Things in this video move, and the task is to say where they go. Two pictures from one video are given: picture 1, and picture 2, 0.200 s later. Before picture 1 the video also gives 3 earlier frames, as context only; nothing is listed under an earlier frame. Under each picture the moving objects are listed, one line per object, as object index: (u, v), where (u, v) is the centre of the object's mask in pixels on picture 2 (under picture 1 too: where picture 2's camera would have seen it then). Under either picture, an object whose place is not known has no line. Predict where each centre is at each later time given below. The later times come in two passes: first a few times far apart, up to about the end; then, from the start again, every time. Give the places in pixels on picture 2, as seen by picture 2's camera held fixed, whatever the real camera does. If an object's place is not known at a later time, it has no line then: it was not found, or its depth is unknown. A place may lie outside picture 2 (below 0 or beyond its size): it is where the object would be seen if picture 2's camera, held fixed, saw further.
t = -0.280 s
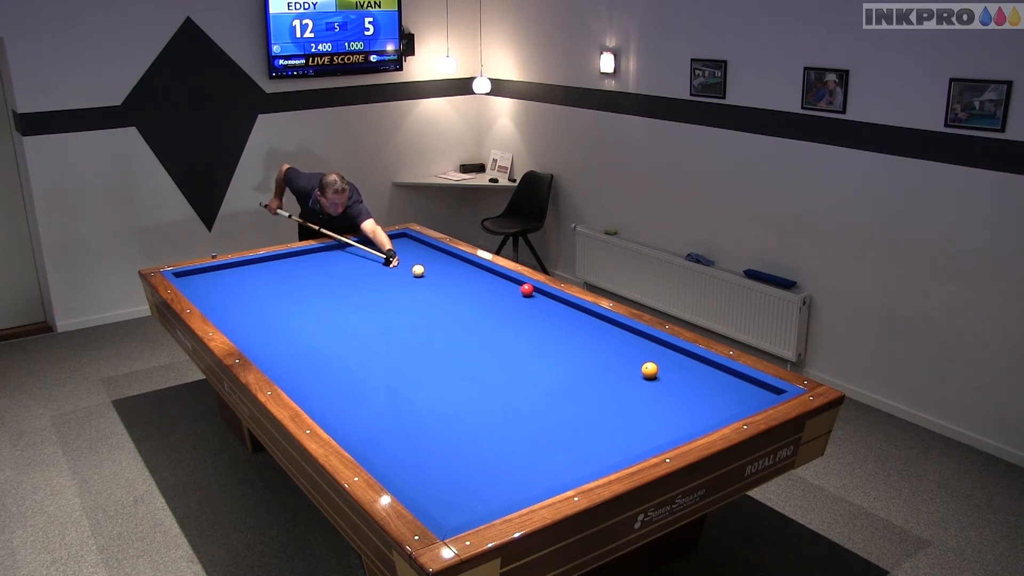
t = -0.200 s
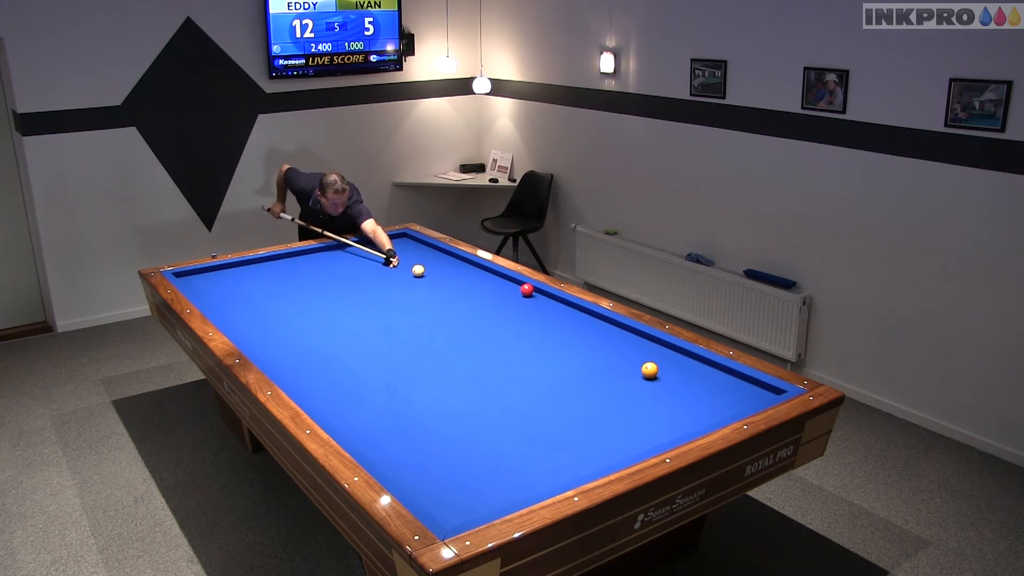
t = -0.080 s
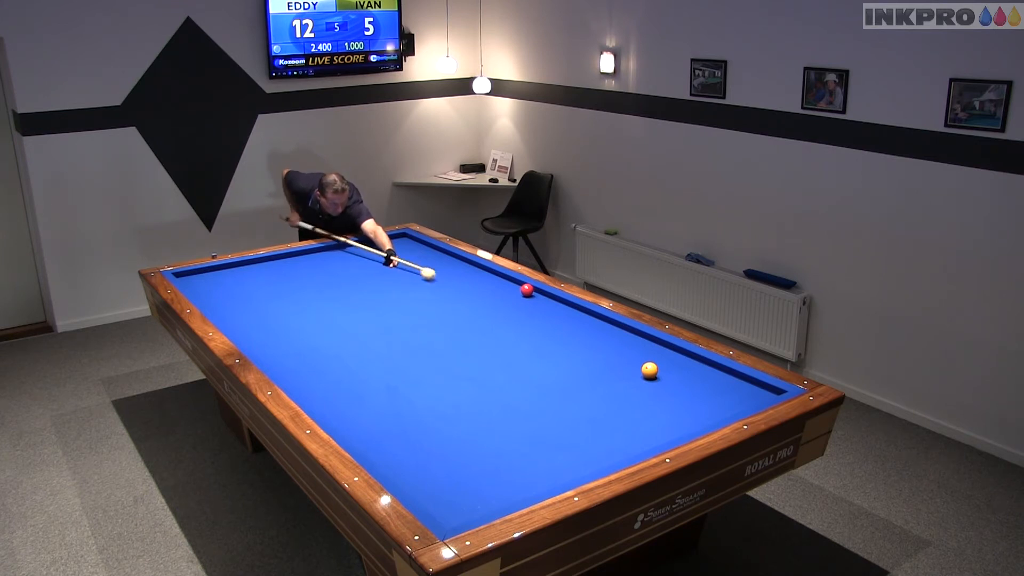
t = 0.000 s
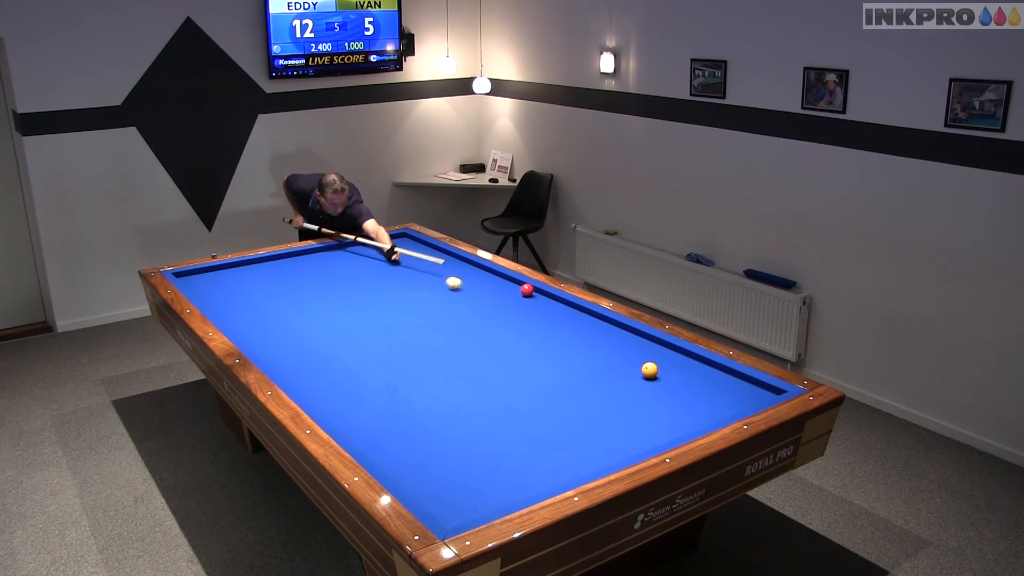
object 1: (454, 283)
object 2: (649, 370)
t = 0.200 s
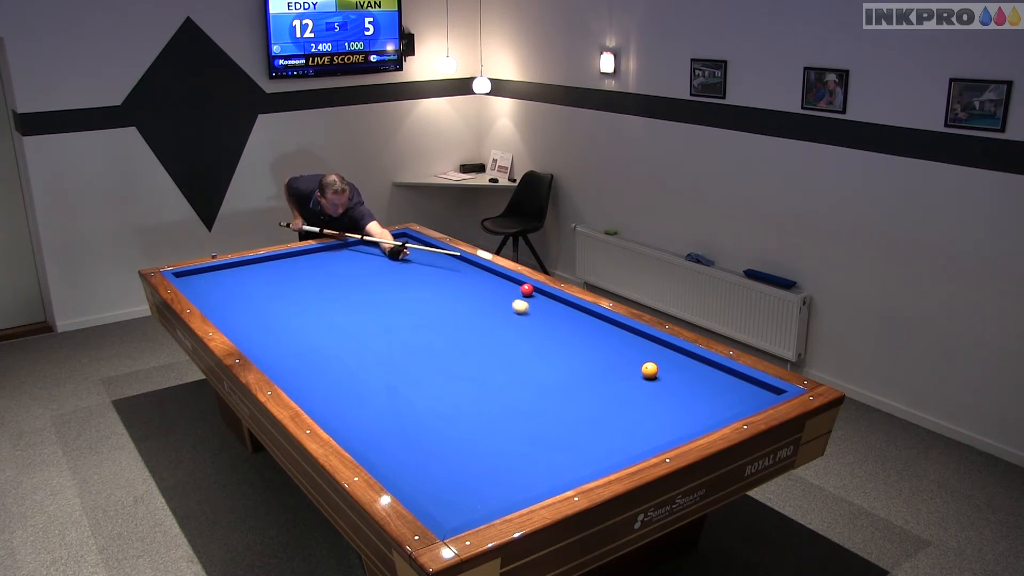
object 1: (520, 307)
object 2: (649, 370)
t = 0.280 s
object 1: (547, 316)
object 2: (649, 370)
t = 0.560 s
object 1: (645, 349)
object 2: (649, 370)
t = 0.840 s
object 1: (762, 389)
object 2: (649, 370)
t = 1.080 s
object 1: (695, 374)
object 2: (649, 370)
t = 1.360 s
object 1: (648, 358)
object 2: (614, 373)
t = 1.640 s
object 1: (624, 343)
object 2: (568, 377)
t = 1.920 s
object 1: (602, 330)
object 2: (523, 380)
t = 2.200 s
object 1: (582, 318)
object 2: (478, 383)
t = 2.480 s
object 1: (564, 308)
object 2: (434, 386)
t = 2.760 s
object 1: (547, 298)
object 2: (390, 389)
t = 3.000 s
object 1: (536, 292)
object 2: (353, 392)
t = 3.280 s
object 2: (311, 393)
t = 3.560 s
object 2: (322, 385)
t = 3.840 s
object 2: (335, 376)
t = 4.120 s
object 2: (347, 368)
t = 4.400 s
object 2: (358, 361)
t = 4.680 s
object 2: (367, 354)
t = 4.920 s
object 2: (375, 348)
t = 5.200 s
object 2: (384, 343)
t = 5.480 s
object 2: (392, 337)
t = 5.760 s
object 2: (400, 332)
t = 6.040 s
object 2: (407, 327)
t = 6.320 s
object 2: (413, 323)
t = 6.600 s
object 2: (419, 319)
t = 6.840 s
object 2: (423, 316)
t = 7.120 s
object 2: (428, 313)
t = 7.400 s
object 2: (433, 310)
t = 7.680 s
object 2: (437, 307)
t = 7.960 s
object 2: (441, 305)
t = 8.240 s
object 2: (444, 303)
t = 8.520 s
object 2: (447, 301)
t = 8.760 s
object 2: (449, 299)
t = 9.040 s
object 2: (452, 298)
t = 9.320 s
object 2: (454, 297)
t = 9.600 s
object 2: (455, 296)
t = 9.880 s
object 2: (457, 295)
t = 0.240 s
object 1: (533, 311)
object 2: (649, 370)
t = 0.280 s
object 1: (547, 316)
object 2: (649, 370)
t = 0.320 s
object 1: (560, 320)
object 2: (649, 370)
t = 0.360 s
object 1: (573, 325)
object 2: (649, 370)
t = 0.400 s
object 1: (587, 330)
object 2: (649, 370)
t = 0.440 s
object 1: (601, 335)
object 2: (649, 370)
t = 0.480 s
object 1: (615, 339)
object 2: (649, 370)
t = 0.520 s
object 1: (630, 344)
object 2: (649, 370)
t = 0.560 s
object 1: (645, 349)
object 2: (649, 370)
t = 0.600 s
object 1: (660, 354)
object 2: (649, 370)
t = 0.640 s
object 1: (676, 360)
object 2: (649, 370)
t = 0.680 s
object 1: (692, 366)
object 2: (649, 370)
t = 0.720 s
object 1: (709, 371)
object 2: (649, 370)
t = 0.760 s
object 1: (726, 377)
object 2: (649, 370)
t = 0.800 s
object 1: (744, 383)
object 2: (649, 370)
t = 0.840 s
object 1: (762, 389)
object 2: (649, 370)
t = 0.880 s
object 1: (772, 390)
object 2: (649, 370)
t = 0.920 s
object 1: (758, 386)
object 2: (649, 370)
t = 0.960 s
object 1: (741, 383)
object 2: (649, 370)
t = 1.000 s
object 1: (725, 380)
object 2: (649, 370)
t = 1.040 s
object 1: (709, 377)
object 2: (649, 370)
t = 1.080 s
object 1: (695, 374)
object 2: (649, 370)
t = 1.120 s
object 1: (681, 372)
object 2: (649, 370)
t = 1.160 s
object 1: (669, 369)
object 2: (649, 370)
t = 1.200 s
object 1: (663, 367)
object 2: (643, 371)
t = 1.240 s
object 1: (659, 364)
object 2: (635, 371)
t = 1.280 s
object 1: (655, 362)
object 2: (627, 372)
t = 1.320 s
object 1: (652, 360)
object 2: (620, 373)
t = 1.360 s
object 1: (648, 358)
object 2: (614, 373)
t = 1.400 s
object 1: (644, 355)
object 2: (607, 374)
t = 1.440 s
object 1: (641, 353)
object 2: (601, 374)
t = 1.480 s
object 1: (638, 351)
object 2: (594, 375)
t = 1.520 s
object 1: (634, 349)
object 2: (588, 375)
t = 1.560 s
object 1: (631, 347)
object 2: (582, 376)
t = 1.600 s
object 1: (627, 345)
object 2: (575, 376)
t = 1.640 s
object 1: (624, 343)
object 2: (568, 377)
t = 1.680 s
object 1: (621, 341)
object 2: (562, 377)
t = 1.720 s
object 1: (617, 339)
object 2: (555, 378)
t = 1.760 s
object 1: (614, 338)
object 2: (549, 378)
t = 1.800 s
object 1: (611, 336)
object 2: (543, 378)
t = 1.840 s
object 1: (608, 334)
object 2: (536, 379)
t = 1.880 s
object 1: (605, 332)
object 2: (530, 380)
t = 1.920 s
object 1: (602, 330)
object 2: (523, 380)
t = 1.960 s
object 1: (599, 329)
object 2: (517, 380)
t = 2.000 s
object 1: (596, 327)
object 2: (510, 381)
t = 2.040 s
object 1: (593, 325)
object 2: (504, 381)
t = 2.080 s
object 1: (590, 323)
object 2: (498, 382)
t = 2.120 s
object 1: (587, 322)
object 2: (491, 382)
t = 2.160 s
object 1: (585, 320)
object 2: (485, 383)
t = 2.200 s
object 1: (582, 318)
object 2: (478, 383)
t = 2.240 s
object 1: (579, 317)
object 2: (472, 384)
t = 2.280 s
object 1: (576, 315)
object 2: (466, 384)
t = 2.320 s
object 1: (574, 314)
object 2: (459, 384)
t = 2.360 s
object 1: (571, 312)
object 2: (453, 385)
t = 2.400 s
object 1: (569, 311)
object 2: (447, 385)
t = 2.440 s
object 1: (566, 309)
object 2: (440, 386)
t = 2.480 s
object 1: (564, 308)
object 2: (434, 386)
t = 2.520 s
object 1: (561, 306)
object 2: (427, 387)
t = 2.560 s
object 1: (559, 305)
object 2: (421, 387)
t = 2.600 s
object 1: (556, 303)
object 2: (415, 388)
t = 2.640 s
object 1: (554, 302)
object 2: (409, 388)
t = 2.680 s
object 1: (552, 301)
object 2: (402, 388)
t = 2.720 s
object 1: (549, 299)
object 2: (396, 389)
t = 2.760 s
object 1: (547, 298)
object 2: (390, 389)
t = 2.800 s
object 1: (545, 296)
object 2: (384, 390)
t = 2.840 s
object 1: (543, 295)
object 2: (378, 390)
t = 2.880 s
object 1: (540, 294)
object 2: (371, 390)
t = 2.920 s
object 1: (538, 293)
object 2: (365, 391)
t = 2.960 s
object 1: (538, 292)
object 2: (359, 391)
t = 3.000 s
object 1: (536, 292)
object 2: (353, 392)
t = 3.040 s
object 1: (534, 291)
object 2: (346, 392)
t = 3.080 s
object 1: (532, 291)
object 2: (341, 393)
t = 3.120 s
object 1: (530, 290)
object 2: (335, 393)
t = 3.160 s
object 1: (528, 290)
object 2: (328, 393)
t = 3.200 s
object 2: (322, 394)
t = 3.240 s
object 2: (316, 394)
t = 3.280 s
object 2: (311, 393)
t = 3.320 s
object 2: (310, 393)
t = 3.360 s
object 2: (313, 392)
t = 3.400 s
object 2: (315, 390)
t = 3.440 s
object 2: (317, 389)
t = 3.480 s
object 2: (319, 388)
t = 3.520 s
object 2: (320, 386)
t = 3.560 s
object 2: (322, 385)
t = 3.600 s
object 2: (324, 384)
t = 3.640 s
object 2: (326, 383)
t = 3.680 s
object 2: (328, 381)
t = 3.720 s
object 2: (330, 380)
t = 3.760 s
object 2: (331, 379)
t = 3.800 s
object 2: (333, 378)
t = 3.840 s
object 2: (335, 376)
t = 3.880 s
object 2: (337, 375)
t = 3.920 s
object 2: (338, 374)
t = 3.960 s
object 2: (340, 373)
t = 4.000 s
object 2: (342, 372)
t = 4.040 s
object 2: (343, 370)
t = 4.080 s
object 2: (345, 369)
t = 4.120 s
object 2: (347, 368)
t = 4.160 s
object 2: (348, 367)
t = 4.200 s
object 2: (350, 366)
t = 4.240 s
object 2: (351, 365)
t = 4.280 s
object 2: (353, 364)
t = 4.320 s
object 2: (354, 363)
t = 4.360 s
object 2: (356, 362)
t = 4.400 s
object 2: (358, 361)
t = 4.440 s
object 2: (359, 360)
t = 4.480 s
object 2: (360, 359)
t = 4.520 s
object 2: (362, 358)
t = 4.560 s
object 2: (363, 357)
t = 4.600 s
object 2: (365, 356)
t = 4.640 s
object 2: (366, 355)
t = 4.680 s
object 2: (367, 354)
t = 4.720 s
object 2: (369, 353)
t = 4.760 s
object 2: (370, 352)
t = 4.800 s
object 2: (371, 351)
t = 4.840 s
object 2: (373, 350)
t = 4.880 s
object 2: (374, 349)
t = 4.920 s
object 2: (375, 348)
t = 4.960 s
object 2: (377, 348)
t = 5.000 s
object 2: (378, 347)
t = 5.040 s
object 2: (379, 346)
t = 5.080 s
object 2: (380, 345)
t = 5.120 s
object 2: (382, 344)
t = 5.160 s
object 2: (383, 343)
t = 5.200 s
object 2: (384, 343)
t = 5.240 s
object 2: (385, 342)
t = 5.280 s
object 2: (386, 341)
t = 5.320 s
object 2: (387, 340)
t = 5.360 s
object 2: (389, 339)
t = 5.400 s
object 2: (390, 339)
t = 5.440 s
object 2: (391, 338)
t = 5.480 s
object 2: (392, 337)
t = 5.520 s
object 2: (393, 336)
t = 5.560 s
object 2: (394, 336)
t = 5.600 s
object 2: (395, 335)
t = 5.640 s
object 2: (397, 334)
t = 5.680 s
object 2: (398, 333)
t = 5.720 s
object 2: (399, 333)
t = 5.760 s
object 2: (400, 332)
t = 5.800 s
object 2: (401, 331)
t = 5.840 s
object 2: (402, 331)
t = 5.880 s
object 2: (403, 330)
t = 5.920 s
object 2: (404, 329)
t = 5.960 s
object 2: (405, 329)
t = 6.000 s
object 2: (406, 328)
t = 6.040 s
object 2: (407, 327)
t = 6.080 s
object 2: (408, 327)
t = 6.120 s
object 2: (409, 326)
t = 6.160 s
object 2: (409, 326)
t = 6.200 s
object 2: (410, 325)
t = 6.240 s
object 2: (411, 324)
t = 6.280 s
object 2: (412, 324)
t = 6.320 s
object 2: (413, 323)
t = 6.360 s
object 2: (414, 323)
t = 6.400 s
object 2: (415, 322)
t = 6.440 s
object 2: (415, 321)
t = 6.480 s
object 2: (416, 321)
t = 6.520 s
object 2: (417, 320)
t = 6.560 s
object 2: (418, 320)
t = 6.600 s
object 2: (419, 319)
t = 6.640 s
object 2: (419, 319)
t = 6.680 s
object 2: (420, 318)
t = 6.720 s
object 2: (421, 318)
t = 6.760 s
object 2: (422, 317)
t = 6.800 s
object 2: (422, 317)
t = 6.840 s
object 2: (423, 316)
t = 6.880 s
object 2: (424, 316)
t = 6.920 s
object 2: (425, 315)
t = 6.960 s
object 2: (425, 315)
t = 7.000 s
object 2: (426, 314)
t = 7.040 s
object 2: (427, 314)
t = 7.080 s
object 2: (428, 313)
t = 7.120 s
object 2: (428, 313)
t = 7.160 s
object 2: (429, 312)
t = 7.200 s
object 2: (429, 312)
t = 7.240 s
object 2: (430, 311)
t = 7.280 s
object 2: (431, 311)
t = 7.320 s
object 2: (431, 311)
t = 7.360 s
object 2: (432, 310)
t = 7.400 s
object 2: (433, 310)
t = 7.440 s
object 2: (433, 309)
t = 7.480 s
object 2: (434, 309)
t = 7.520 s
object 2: (434, 309)
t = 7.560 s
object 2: (435, 308)
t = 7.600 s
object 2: (436, 308)
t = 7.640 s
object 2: (436, 308)
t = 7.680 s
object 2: (437, 307)
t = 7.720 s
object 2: (437, 307)
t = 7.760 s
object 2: (438, 306)
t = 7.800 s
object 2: (438, 306)
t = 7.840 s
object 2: (439, 306)
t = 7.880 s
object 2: (440, 305)
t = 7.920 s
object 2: (440, 305)
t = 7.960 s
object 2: (441, 305)
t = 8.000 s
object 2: (441, 305)
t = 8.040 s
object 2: (442, 304)
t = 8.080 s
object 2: (442, 304)
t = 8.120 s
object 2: (442, 304)
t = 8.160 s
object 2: (443, 303)
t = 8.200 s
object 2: (443, 303)
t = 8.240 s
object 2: (444, 303)
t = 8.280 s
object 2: (444, 302)
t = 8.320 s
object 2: (445, 302)
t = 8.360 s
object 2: (445, 302)
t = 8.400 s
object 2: (446, 301)
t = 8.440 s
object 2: (446, 301)
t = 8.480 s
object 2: (447, 301)
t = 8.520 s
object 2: (447, 301)
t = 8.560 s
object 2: (447, 301)
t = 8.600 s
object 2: (448, 300)
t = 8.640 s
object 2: (448, 300)
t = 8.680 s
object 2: (448, 300)
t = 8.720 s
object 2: (449, 300)
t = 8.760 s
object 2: (449, 299)
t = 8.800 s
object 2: (450, 299)
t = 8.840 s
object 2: (450, 299)
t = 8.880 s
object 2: (450, 299)
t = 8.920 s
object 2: (451, 299)
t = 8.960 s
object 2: (451, 298)
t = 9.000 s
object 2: (451, 298)
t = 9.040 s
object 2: (452, 298)
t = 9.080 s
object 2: (452, 298)
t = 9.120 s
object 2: (452, 297)
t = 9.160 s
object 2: (453, 297)
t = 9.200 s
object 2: (453, 297)
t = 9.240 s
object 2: (453, 297)
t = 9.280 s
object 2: (453, 297)
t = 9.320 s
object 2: (454, 297)
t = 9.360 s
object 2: (454, 296)
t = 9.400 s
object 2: (454, 296)
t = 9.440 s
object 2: (454, 296)
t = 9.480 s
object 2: (455, 296)
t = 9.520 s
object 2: (455, 296)
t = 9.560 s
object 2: (455, 296)
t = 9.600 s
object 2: (455, 296)
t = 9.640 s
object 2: (455, 296)
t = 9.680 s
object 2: (456, 296)
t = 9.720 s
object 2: (456, 295)
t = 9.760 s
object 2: (456, 295)
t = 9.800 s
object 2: (456, 295)
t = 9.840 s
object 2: (456, 295)
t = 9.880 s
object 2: (457, 295)
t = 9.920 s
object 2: (457, 295)
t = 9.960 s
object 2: (457, 295)
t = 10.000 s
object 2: (457, 295)
